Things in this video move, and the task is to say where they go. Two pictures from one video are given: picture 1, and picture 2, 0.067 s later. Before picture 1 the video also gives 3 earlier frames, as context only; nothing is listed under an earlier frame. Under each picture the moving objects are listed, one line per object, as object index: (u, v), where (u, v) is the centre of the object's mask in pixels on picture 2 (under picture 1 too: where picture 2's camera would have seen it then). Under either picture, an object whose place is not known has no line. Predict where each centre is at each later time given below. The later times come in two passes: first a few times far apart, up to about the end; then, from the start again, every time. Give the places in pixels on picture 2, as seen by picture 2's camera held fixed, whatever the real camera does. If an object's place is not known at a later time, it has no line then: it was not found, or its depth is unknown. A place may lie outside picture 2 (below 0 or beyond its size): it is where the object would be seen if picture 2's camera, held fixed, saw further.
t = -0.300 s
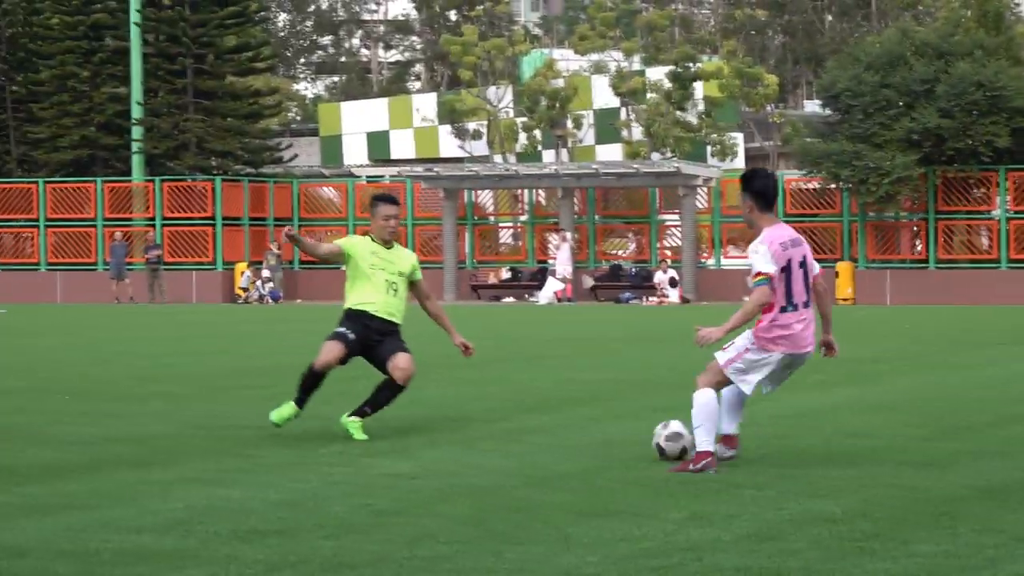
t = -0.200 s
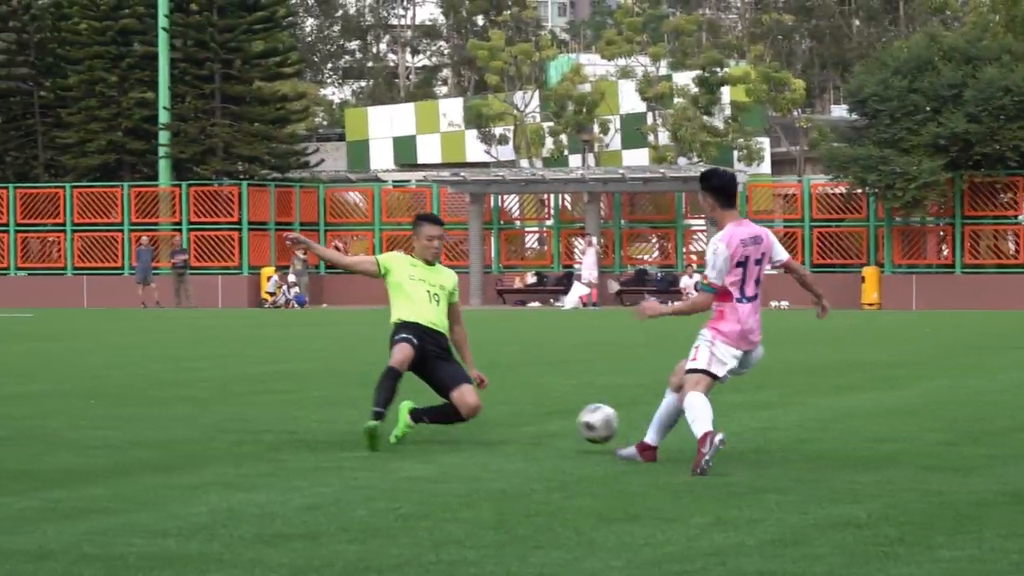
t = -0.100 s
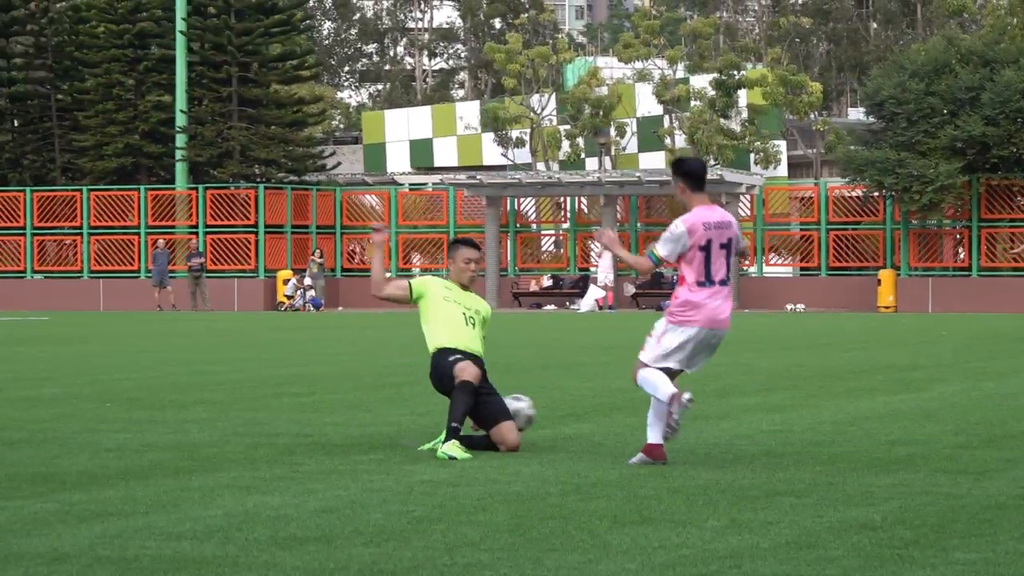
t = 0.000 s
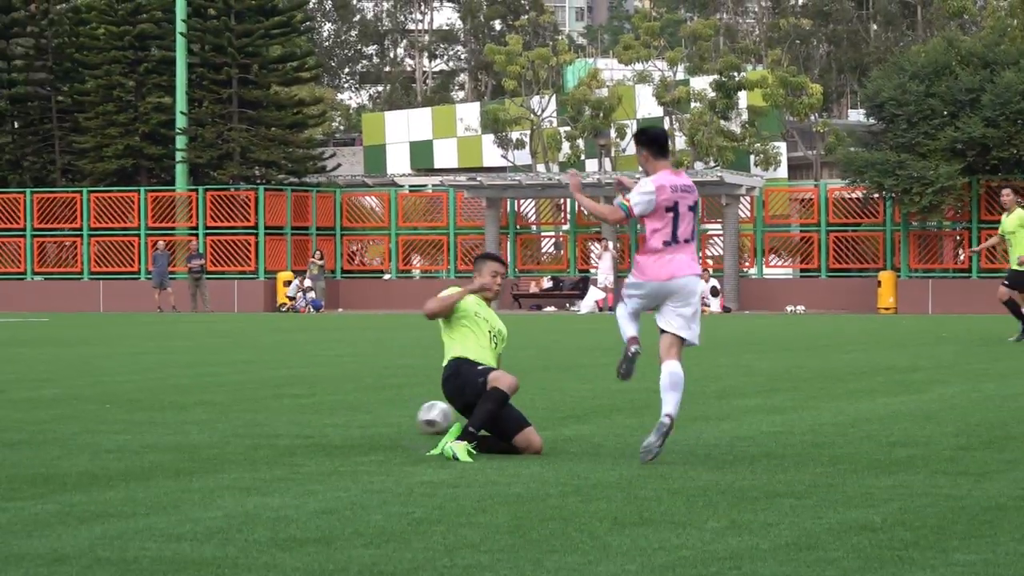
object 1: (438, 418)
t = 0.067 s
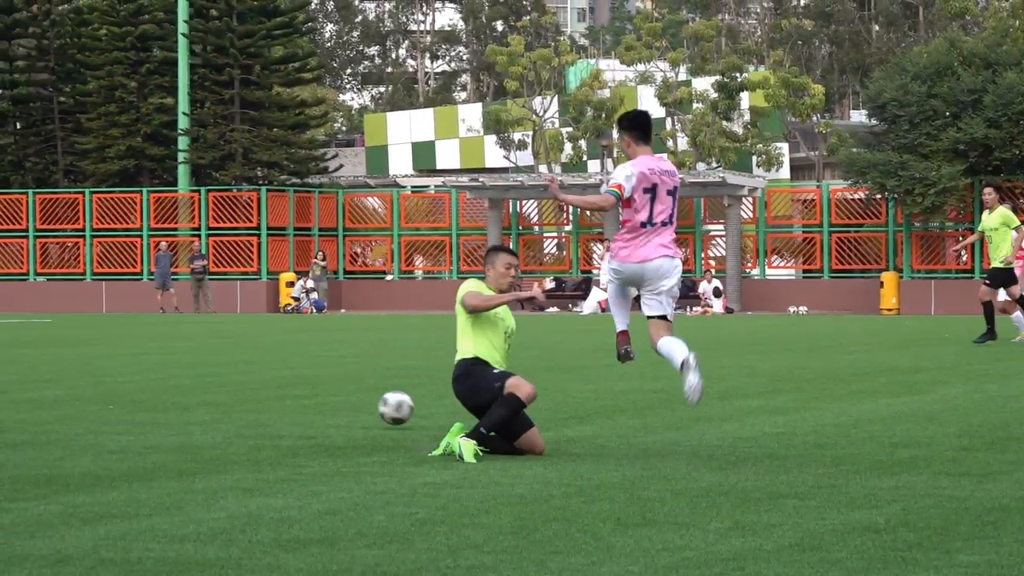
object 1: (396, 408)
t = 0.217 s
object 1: (317, 402)
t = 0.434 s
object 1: (235, 390)
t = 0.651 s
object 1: (175, 382)
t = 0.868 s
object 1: (127, 374)
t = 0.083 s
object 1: (386, 405)
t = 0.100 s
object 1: (376, 403)
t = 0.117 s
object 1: (367, 401)
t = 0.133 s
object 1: (358, 401)
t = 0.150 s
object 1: (350, 400)
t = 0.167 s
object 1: (341, 400)
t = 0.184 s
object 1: (333, 400)
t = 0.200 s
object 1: (325, 401)
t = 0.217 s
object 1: (317, 402)
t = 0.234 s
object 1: (310, 402)
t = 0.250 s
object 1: (303, 400)
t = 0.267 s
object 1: (296, 398)
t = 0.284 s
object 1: (289, 395)
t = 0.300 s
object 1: (283, 393)
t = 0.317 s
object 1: (277, 391)
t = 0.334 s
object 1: (270, 389)
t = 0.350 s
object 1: (264, 389)
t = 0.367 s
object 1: (258, 388)
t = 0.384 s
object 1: (252, 388)
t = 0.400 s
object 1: (246, 388)
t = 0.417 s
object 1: (241, 390)
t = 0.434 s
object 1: (235, 390)
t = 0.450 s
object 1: (230, 391)
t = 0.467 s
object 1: (224, 389)
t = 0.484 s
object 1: (220, 388)
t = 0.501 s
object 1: (215, 386)
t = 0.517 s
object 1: (210, 385)
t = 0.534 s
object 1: (205, 384)
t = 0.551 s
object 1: (201, 384)
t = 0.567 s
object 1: (197, 384)
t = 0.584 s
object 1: (192, 384)
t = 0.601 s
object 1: (188, 385)
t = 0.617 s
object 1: (184, 384)
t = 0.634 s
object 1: (180, 383)
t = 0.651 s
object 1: (175, 382)
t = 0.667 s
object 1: (171, 381)
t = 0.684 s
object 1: (167, 381)
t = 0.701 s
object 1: (163, 380)
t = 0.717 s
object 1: (159, 380)
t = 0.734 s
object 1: (155, 380)
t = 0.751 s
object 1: (152, 379)
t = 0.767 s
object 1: (148, 379)
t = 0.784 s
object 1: (145, 379)
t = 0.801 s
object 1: (141, 378)
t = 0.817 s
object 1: (137, 377)
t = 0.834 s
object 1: (134, 376)
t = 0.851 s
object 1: (130, 375)
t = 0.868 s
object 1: (127, 374)
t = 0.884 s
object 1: (124, 374)
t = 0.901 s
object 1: (121, 374)
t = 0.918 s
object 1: (117, 374)
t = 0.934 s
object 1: (114, 373)
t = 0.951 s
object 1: (111, 372)
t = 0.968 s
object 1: (108, 371)
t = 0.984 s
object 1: (105, 370)
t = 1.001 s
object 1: (102, 370)
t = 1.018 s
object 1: (99, 370)
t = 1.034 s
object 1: (96, 369)
